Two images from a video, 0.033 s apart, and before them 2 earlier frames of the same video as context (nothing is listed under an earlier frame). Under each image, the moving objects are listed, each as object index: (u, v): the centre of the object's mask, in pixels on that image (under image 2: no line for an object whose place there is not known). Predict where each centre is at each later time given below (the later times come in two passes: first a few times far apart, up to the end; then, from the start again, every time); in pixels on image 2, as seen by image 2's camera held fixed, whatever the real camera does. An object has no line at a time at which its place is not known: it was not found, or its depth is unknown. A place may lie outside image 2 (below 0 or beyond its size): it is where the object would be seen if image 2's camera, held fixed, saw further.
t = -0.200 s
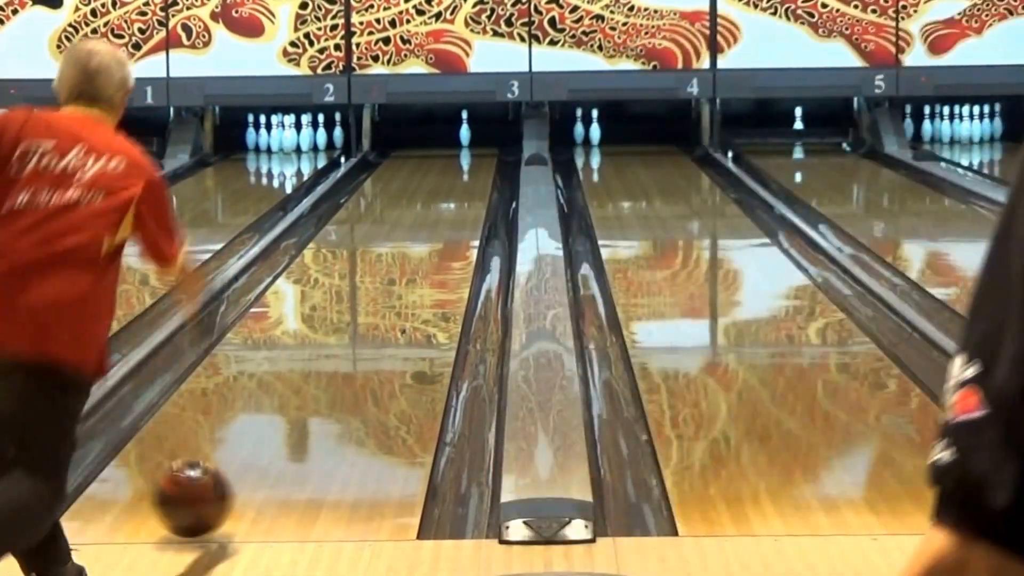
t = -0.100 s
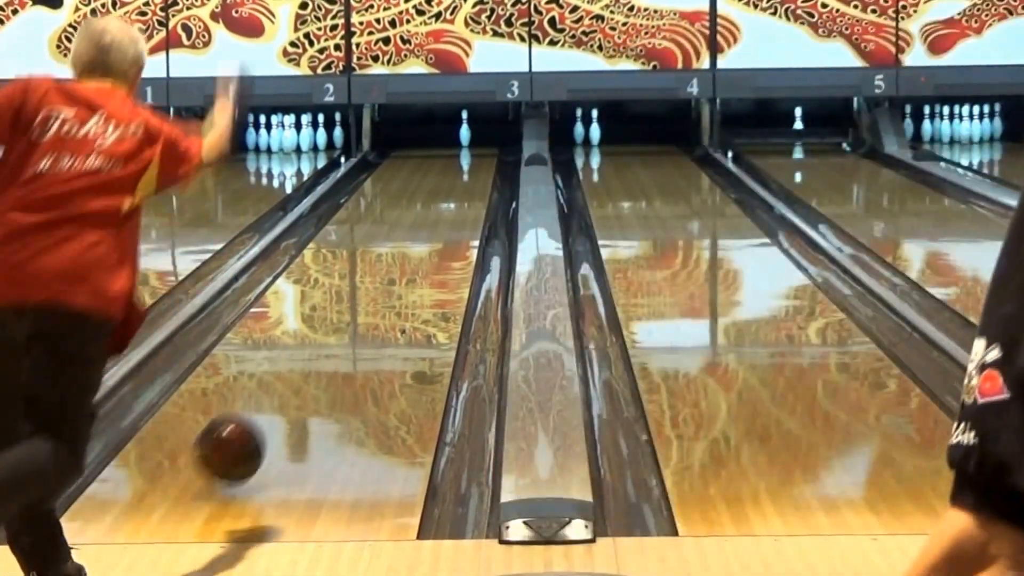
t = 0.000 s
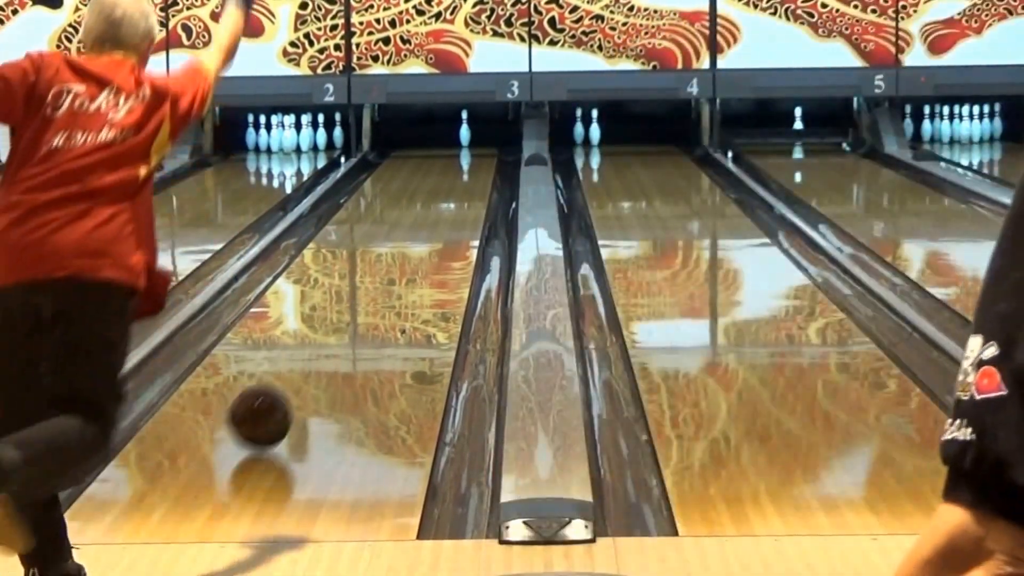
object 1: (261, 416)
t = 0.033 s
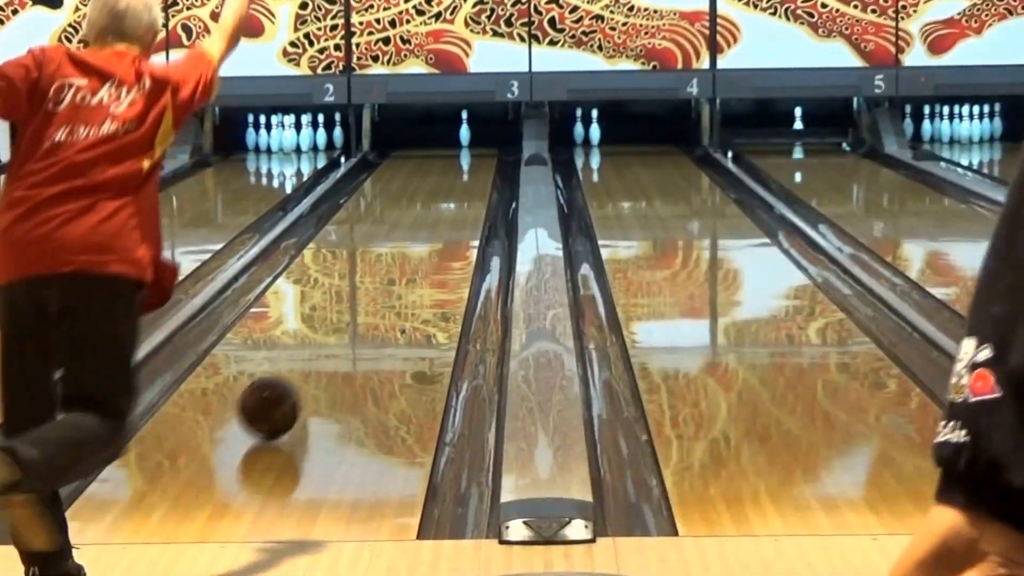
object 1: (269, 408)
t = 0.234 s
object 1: (314, 350)
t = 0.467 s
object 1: (352, 302)
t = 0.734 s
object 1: (383, 261)
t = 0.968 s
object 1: (404, 232)
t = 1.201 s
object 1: (420, 210)
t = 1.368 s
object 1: (429, 199)
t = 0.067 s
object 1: (277, 397)
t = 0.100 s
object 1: (285, 387)
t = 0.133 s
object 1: (293, 377)
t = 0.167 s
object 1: (300, 368)
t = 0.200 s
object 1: (307, 359)
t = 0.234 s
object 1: (314, 350)
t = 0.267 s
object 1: (320, 343)
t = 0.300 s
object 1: (326, 335)
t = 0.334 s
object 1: (332, 328)
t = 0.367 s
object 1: (337, 321)
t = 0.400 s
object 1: (342, 314)
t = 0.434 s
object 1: (347, 308)
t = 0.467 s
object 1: (352, 302)
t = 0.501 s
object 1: (356, 297)
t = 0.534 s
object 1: (360, 291)
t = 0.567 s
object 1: (364, 286)
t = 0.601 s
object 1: (369, 280)
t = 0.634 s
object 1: (373, 275)
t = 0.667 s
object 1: (376, 270)
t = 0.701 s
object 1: (380, 266)
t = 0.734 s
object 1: (383, 261)
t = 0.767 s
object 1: (387, 256)
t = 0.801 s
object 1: (390, 252)
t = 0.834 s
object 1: (393, 248)
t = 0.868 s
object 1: (396, 244)
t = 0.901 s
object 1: (399, 240)
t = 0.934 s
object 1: (401, 236)
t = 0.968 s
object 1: (404, 232)
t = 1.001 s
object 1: (407, 229)
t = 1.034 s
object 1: (409, 225)
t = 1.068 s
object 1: (412, 222)
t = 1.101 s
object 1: (414, 219)
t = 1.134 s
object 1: (416, 216)
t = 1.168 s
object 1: (418, 213)
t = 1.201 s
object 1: (420, 210)
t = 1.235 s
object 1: (422, 207)
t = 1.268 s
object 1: (424, 205)
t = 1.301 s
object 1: (426, 202)
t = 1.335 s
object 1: (428, 199)
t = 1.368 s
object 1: (429, 199)
